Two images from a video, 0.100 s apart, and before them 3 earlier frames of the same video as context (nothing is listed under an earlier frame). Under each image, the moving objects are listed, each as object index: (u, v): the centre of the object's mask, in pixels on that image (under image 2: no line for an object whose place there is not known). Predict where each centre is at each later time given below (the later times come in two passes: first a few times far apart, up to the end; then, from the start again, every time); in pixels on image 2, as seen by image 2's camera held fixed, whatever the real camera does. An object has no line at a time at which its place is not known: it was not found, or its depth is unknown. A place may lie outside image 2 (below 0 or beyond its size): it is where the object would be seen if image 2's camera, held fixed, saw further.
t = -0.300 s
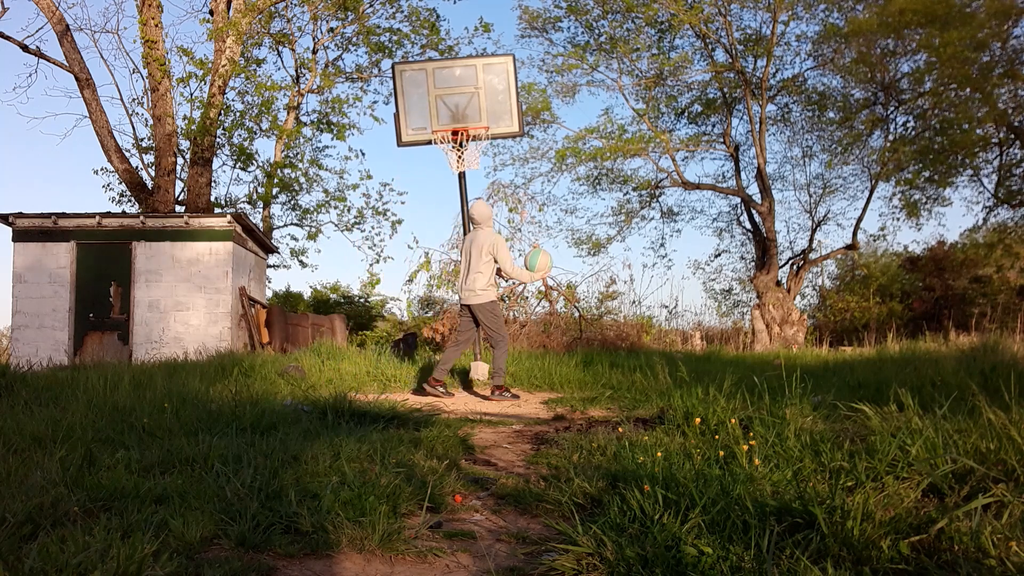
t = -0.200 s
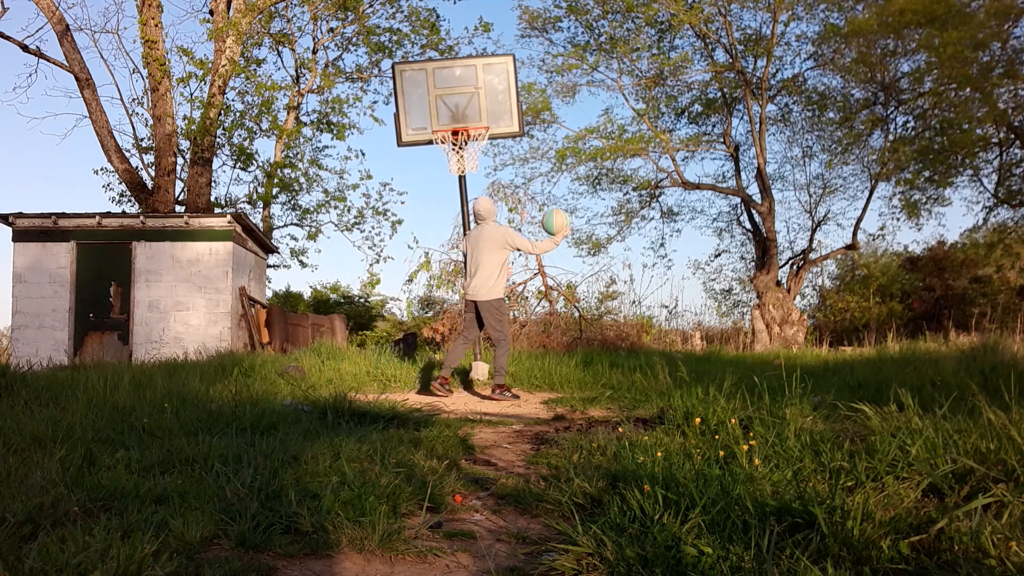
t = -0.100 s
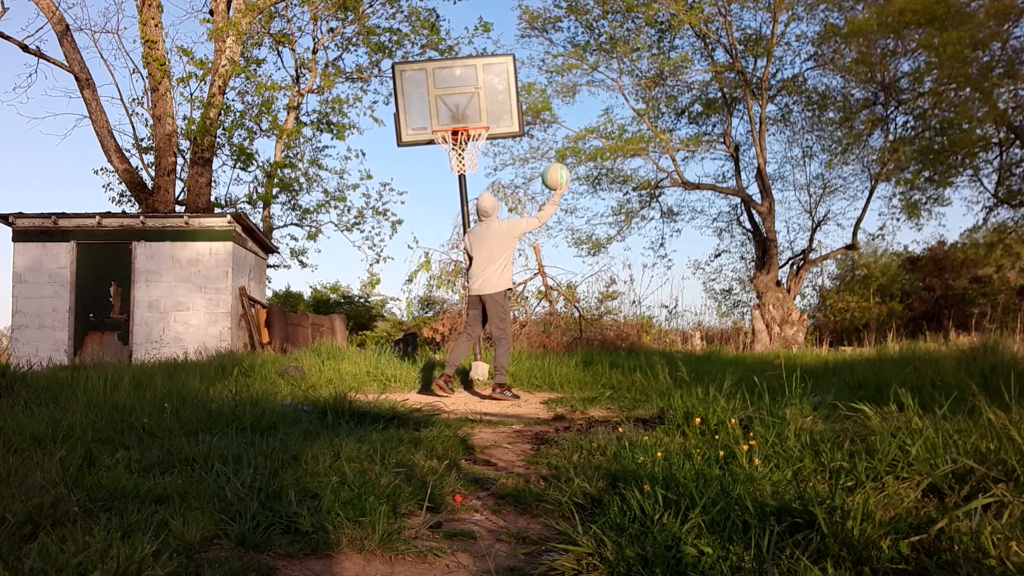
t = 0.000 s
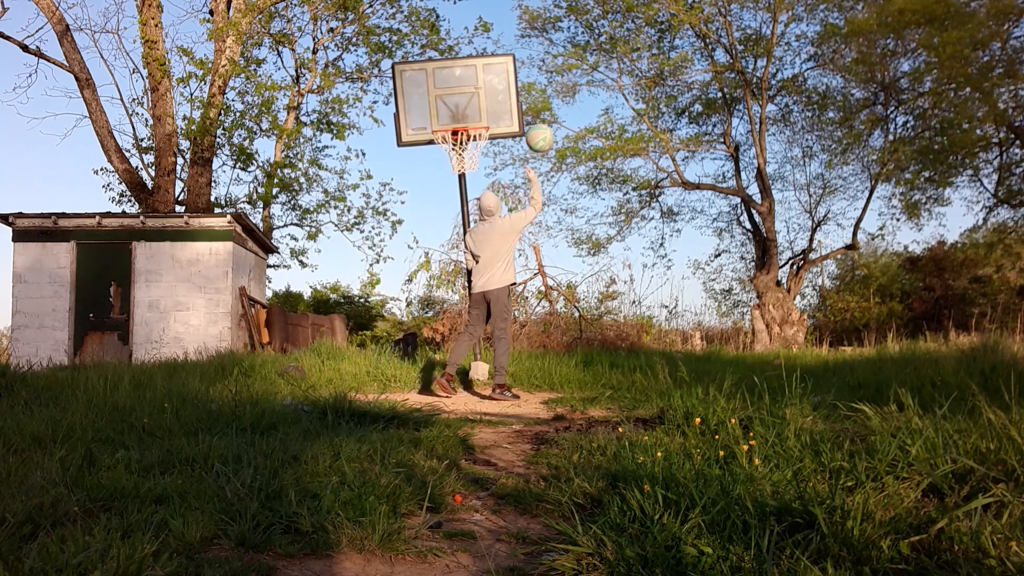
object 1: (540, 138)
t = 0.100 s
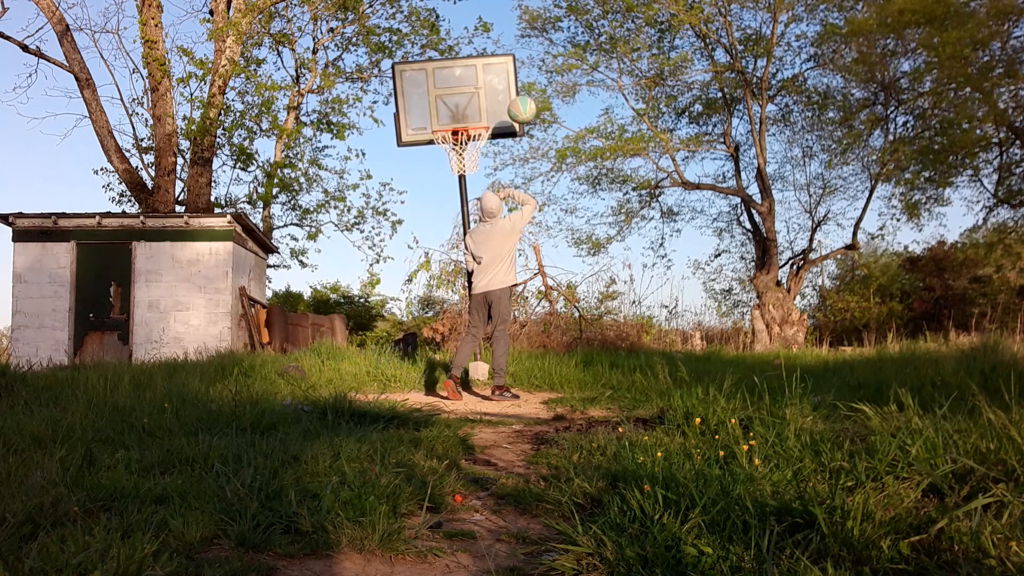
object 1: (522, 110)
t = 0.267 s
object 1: (492, 88)
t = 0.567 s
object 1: (443, 119)
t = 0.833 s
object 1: (469, 141)
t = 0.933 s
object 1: (470, 166)
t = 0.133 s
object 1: (516, 103)
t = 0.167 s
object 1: (509, 97)
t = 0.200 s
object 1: (504, 93)
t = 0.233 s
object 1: (498, 90)
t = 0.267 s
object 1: (492, 88)
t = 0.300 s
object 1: (485, 88)
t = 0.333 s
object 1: (480, 87)
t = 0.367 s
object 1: (474, 89)
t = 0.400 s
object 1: (468, 92)
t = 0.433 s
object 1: (462, 96)
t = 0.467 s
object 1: (456, 101)
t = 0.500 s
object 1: (449, 108)
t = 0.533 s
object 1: (445, 115)
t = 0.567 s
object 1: (443, 119)
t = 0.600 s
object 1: (449, 118)
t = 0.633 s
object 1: (453, 118)
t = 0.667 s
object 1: (459, 119)
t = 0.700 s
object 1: (466, 121)
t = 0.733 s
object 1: (469, 128)
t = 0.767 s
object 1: (470, 131)
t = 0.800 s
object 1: (469, 135)
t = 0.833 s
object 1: (469, 141)
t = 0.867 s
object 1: (469, 145)
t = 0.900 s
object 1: (471, 150)
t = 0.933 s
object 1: (470, 166)
